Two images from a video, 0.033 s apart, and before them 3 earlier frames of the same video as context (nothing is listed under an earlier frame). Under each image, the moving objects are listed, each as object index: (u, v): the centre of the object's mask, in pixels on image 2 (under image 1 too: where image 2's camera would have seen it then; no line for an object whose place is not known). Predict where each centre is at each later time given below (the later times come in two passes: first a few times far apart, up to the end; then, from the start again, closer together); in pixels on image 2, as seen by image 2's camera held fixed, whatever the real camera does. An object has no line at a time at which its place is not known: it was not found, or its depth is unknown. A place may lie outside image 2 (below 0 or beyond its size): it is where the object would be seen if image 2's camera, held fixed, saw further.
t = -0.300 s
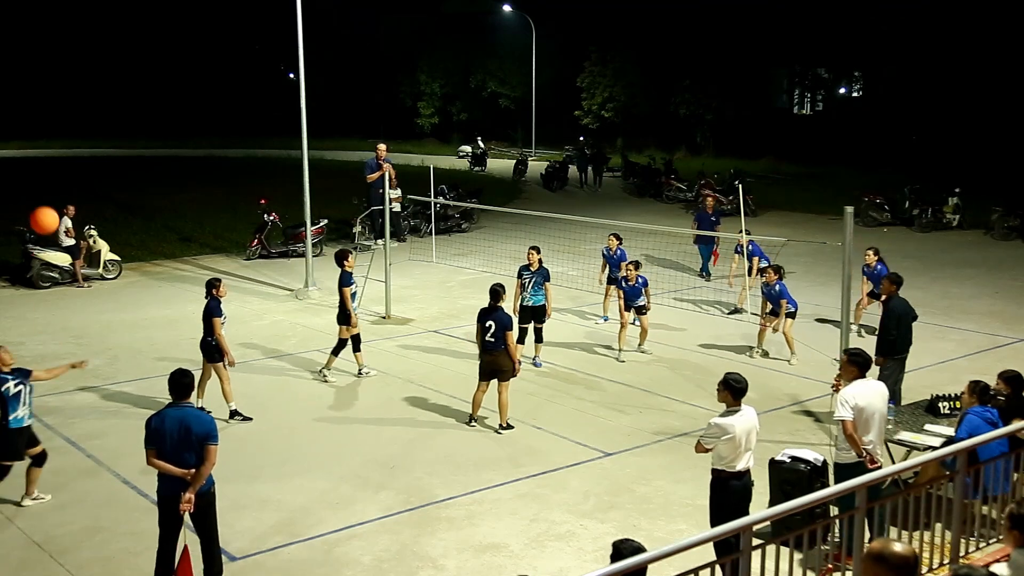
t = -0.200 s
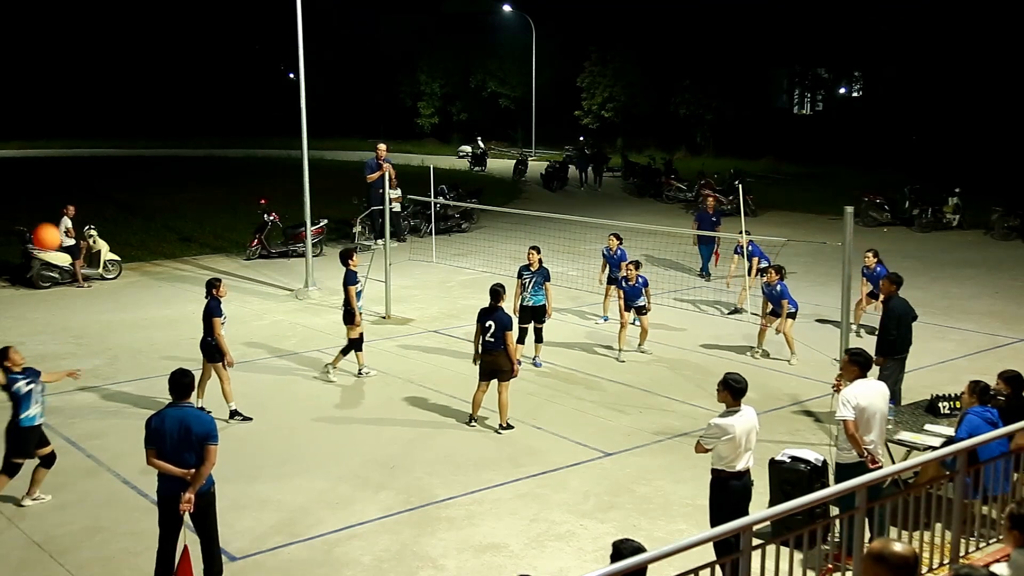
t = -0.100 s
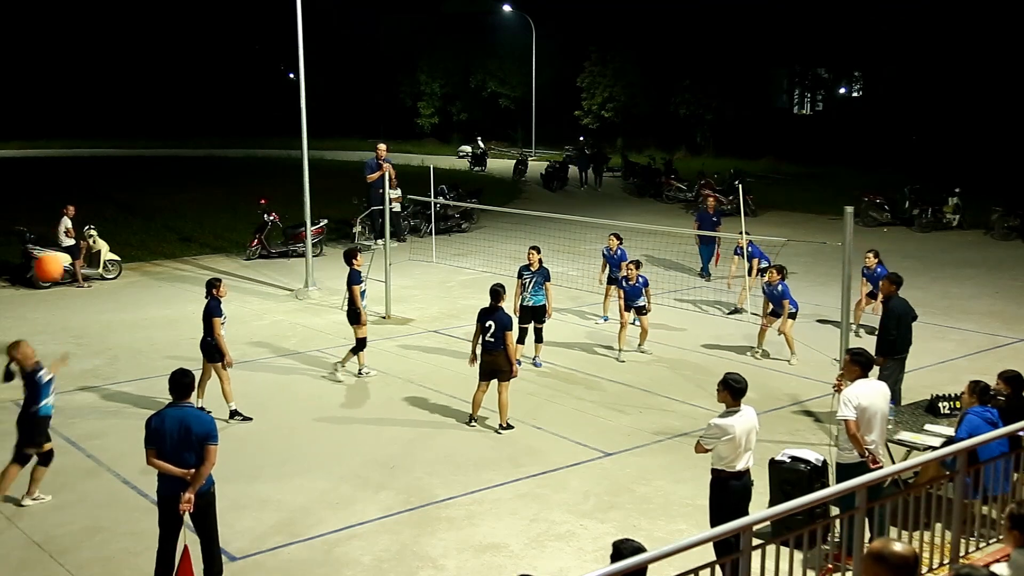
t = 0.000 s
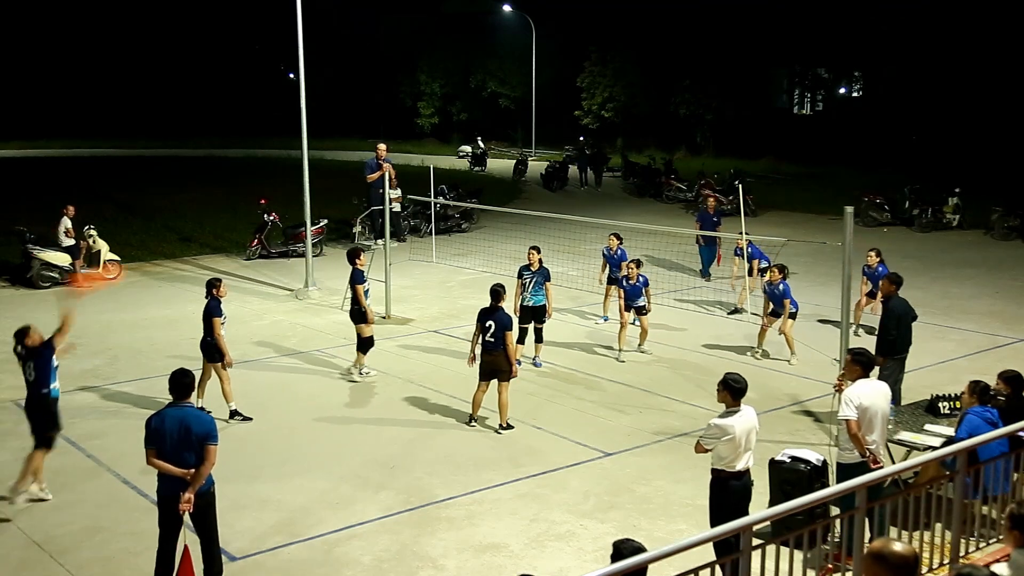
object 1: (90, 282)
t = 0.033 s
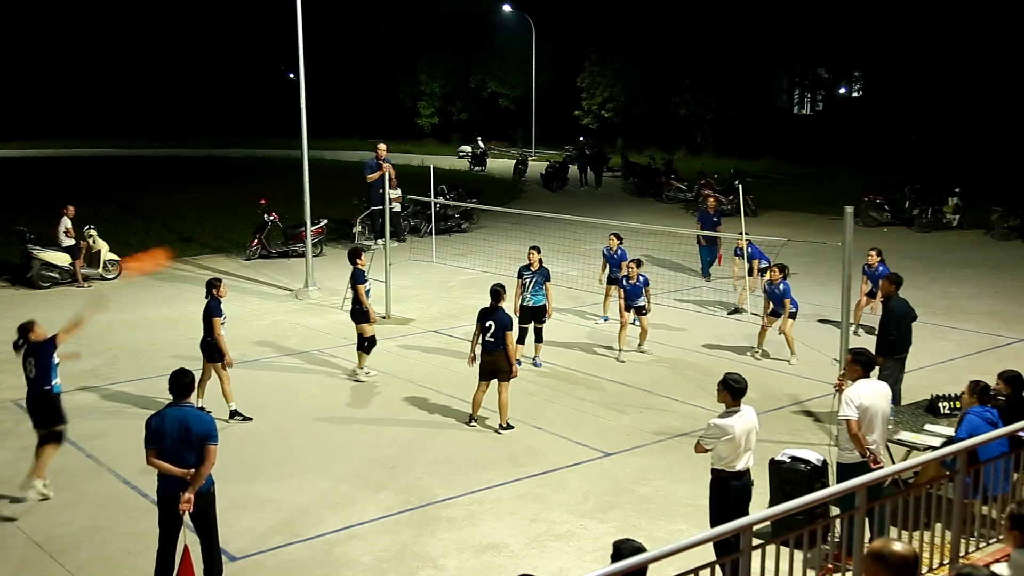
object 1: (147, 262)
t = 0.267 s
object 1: (403, 205)
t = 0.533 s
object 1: (575, 208)
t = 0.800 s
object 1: (685, 257)
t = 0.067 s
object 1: (193, 248)
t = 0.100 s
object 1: (233, 238)
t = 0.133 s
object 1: (271, 229)
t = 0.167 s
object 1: (304, 220)
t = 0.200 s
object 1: (341, 214)
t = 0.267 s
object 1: (403, 205)
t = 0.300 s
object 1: (425, 203)
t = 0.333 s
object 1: (453, 200)
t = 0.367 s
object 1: (475, 197)
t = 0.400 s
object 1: (498, 199)
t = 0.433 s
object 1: (519, 200)
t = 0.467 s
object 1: (538, 202)
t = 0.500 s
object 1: (558, 205)
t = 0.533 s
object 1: (575, 208)
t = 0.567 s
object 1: (591, 211)
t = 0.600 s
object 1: (608, 215)
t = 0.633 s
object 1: (622, 222)
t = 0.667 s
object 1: (636, 229)
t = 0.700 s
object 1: (650, 235)
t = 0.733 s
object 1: (662, 241)
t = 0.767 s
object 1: (674, 249)
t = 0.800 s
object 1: (685, 257)
